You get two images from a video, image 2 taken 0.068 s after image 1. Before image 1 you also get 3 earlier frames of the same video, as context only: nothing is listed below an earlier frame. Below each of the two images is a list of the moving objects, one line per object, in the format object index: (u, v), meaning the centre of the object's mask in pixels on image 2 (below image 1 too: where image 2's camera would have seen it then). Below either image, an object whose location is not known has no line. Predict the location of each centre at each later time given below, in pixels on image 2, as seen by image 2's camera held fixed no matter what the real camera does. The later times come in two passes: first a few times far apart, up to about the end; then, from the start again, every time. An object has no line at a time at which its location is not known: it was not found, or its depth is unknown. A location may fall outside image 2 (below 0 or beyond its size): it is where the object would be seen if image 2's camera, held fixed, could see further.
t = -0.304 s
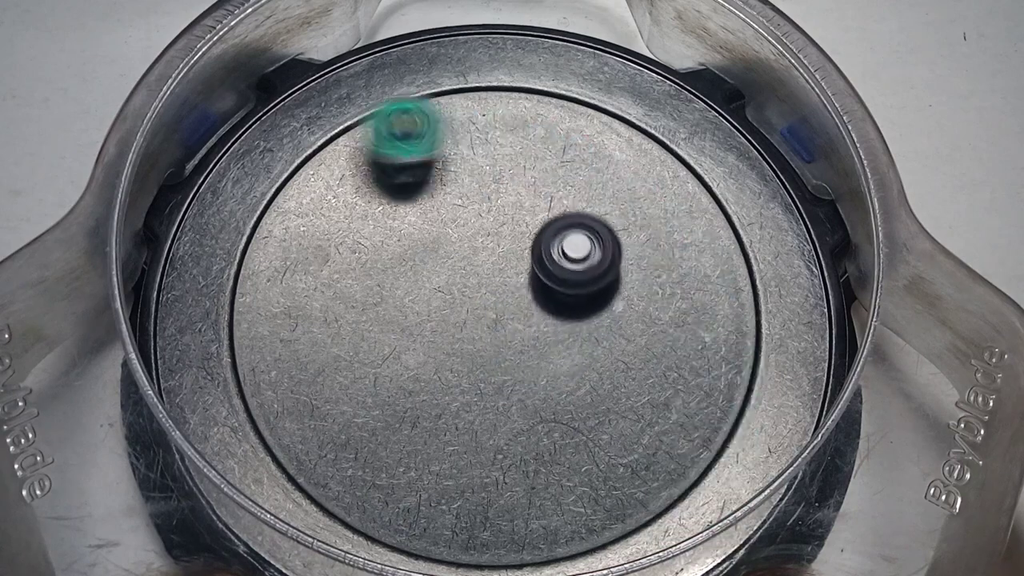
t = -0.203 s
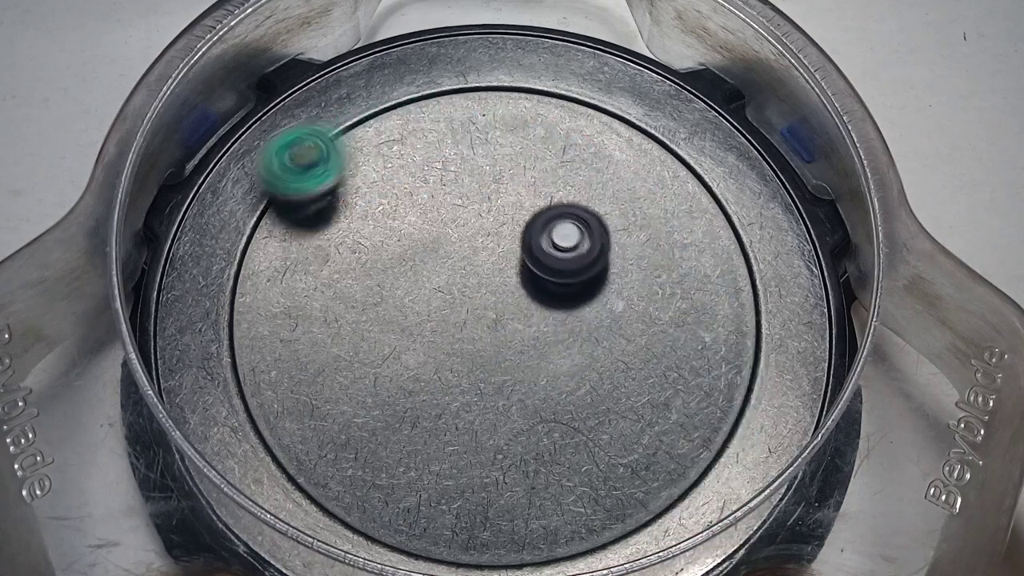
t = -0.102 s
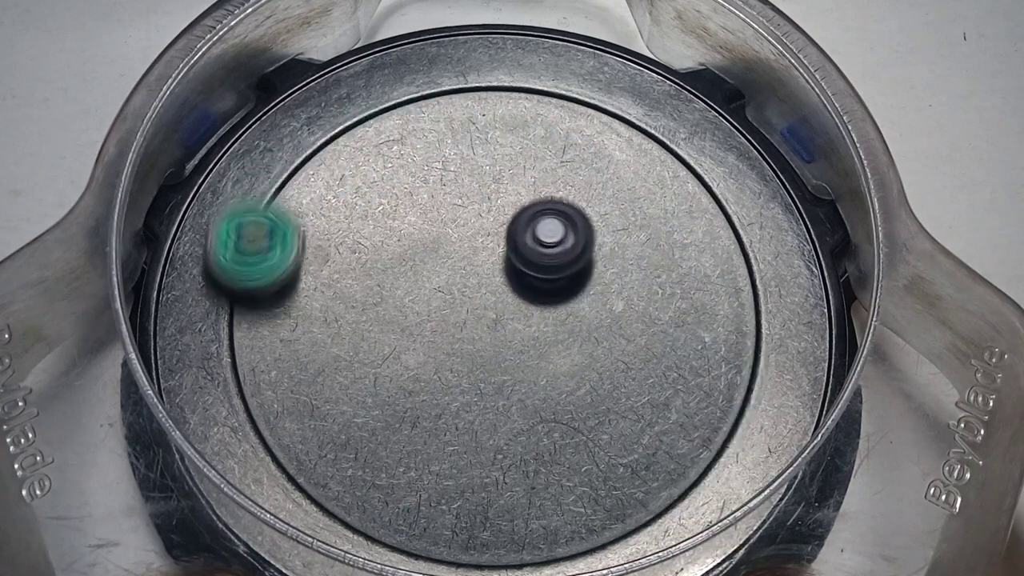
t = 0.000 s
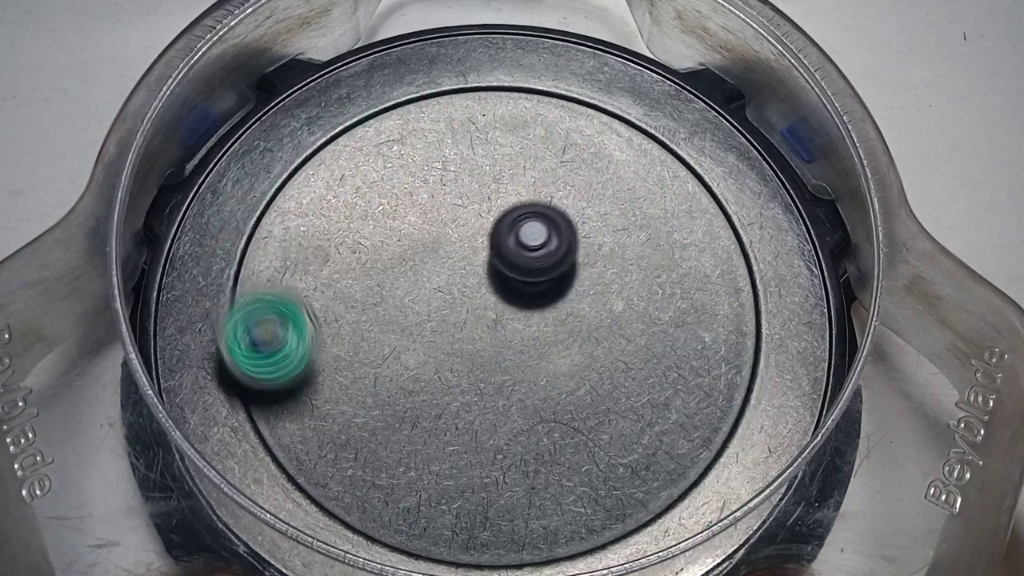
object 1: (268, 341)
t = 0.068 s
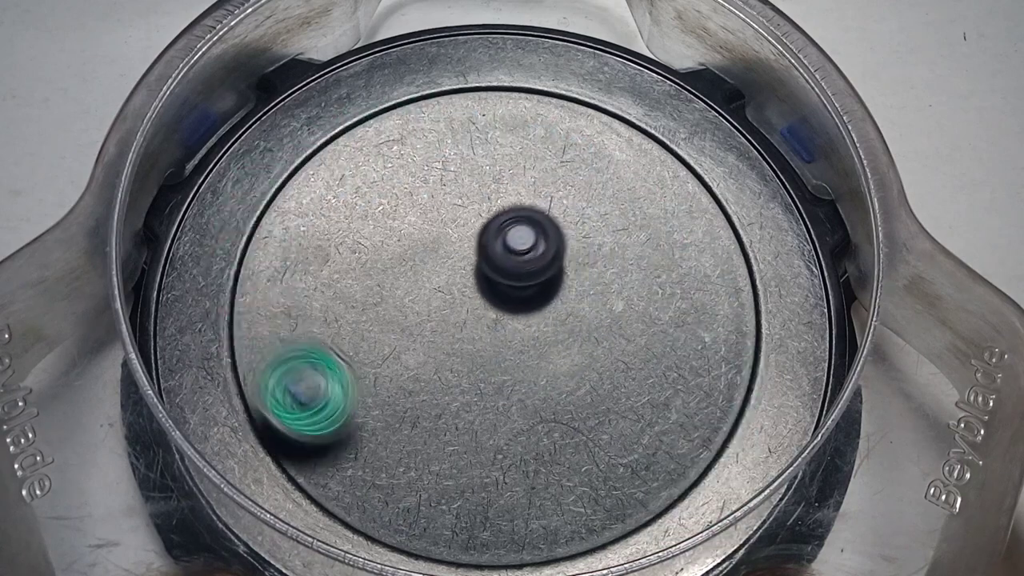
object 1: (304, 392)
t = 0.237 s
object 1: (475, 438)
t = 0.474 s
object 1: (632, 298)
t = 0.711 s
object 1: (590, 155)
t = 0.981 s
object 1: (443, 155)
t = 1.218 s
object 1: (391, 296)
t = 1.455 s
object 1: (509, 414)
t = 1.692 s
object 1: (627, 376)
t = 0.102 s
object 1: (335, 413)
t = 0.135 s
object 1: (367, 430)
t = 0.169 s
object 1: (403, 439)
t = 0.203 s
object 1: (441, 442)
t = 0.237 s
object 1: (475, 438)
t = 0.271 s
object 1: (509, 428)
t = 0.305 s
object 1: (542, 413)
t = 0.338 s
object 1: (568, 396)
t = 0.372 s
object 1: (592, 374)
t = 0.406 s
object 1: (610, 350)
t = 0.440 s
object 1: (623, 324)
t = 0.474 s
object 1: (632, 298)
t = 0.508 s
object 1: (638, 273)
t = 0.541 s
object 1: (639, 249)
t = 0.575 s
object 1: (635, 225)
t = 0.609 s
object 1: (629, 205)
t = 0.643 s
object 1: (619, 185)
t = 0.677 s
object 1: (605, 168)
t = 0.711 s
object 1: (590, 155)
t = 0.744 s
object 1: (572, 142)
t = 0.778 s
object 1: (553, 135)
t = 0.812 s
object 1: (533, 130)
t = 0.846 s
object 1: (514, 129)
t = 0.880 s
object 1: (495, 131)
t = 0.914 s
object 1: (476, 136)
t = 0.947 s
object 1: (459, 143)
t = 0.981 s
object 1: (443, 155)
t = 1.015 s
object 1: (428, 167)
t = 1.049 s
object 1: (415, 183)
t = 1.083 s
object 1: (403, 202)
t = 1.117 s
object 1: (394, 222)
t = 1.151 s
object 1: (388, 247)
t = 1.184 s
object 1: (388, 271)
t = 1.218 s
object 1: (391, 296)
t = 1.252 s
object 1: (400, 321)
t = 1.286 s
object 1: (412, 345)
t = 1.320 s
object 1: (426, 366)
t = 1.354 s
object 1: (447, 383)
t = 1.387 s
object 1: (466, 397)
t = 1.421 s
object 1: (488, 407)
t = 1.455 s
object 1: (509, 414)
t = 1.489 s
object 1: (530, 417)
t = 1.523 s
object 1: (552, 417)
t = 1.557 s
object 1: (574, 414)
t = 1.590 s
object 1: (592, 407)
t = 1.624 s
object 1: (605, 399)
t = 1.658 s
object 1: (618, 388)
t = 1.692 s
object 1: (627, 376)
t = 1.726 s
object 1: (633, 363)
